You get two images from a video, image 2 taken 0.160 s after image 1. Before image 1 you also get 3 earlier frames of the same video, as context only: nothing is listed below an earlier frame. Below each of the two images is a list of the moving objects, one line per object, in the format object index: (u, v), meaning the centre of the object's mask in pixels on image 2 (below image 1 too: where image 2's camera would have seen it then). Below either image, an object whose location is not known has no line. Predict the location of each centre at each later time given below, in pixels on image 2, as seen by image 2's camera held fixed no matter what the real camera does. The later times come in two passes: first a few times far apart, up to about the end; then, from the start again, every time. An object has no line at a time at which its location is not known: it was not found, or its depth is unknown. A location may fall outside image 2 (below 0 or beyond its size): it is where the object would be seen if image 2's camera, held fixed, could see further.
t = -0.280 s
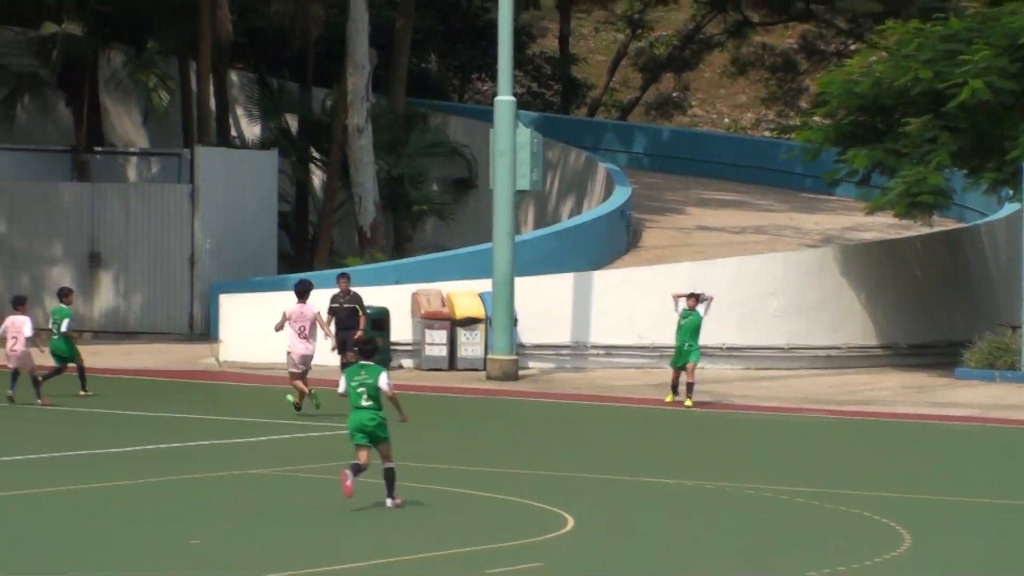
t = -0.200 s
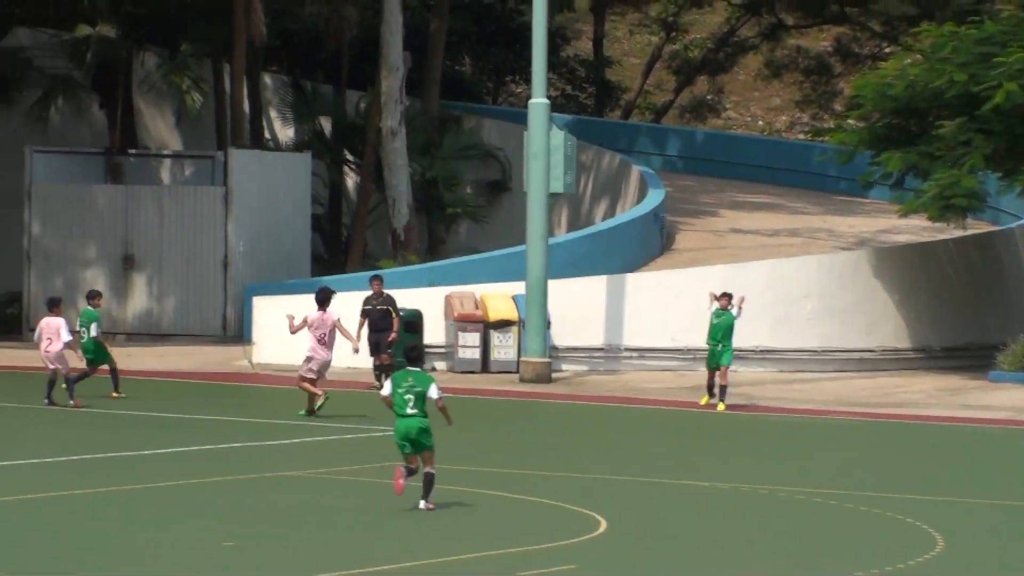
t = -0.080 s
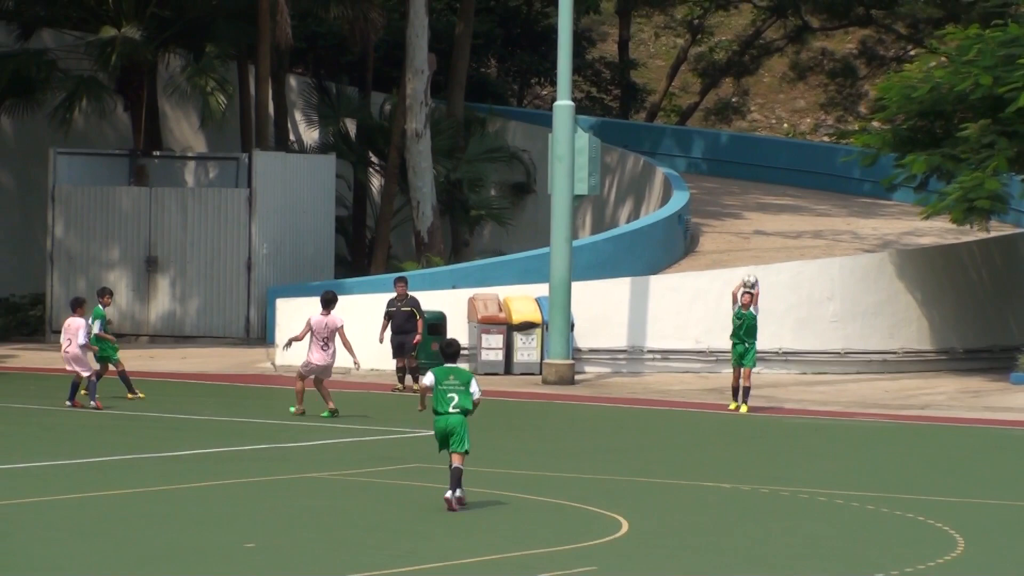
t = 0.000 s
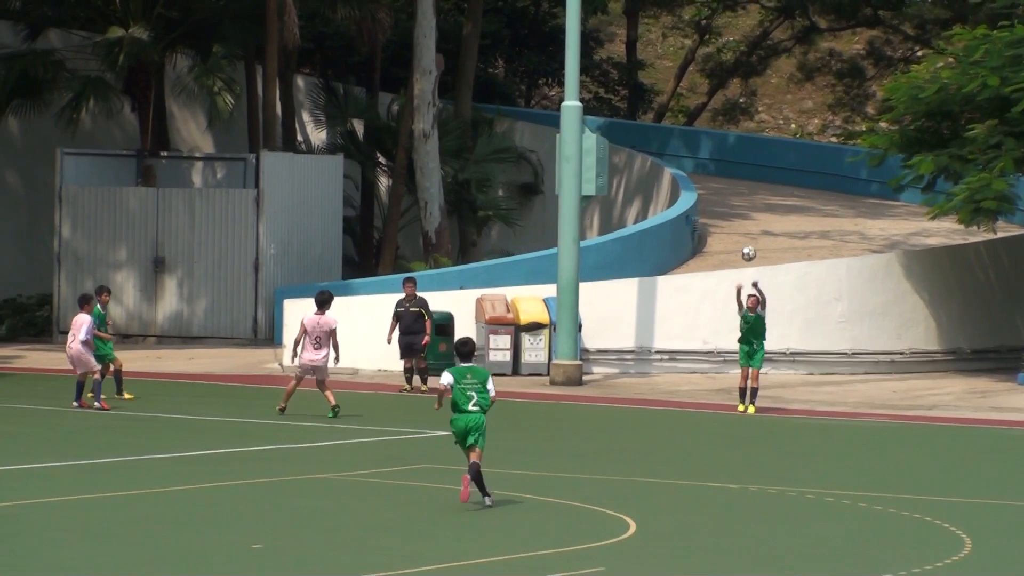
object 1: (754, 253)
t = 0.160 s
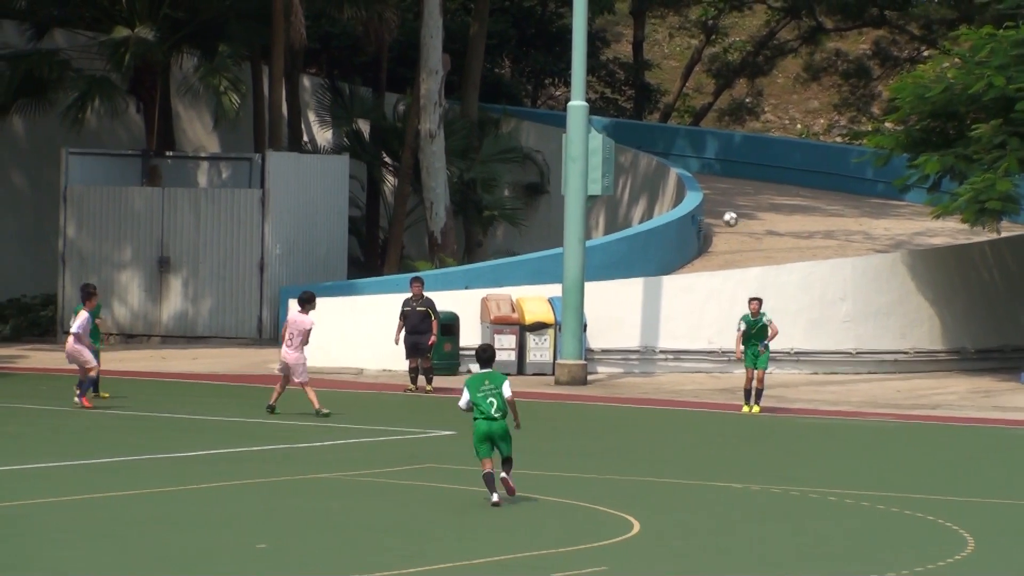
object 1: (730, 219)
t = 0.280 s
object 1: (713, 205)
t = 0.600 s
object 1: (662, 225)
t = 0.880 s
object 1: (612, 318)
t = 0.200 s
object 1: (724, 213)
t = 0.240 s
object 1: (719, 207)
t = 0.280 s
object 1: (713, 205)
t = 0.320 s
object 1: (707, 202)
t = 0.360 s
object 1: (701, 202)
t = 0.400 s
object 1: (694, 202)
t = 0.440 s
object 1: (688, 204)
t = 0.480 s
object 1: (681, 207)
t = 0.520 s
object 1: (675, 212)
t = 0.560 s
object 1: (669, 218)
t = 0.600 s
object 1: (662, 225)
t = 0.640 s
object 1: (655, 233)
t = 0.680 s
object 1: (649, 244)
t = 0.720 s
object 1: (642, 255)
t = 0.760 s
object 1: (635, 269)
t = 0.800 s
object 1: (627, 284)
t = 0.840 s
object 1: (620, 301)
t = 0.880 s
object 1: (612, 318)
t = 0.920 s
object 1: (604, 337)
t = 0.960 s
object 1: (595, 357)
